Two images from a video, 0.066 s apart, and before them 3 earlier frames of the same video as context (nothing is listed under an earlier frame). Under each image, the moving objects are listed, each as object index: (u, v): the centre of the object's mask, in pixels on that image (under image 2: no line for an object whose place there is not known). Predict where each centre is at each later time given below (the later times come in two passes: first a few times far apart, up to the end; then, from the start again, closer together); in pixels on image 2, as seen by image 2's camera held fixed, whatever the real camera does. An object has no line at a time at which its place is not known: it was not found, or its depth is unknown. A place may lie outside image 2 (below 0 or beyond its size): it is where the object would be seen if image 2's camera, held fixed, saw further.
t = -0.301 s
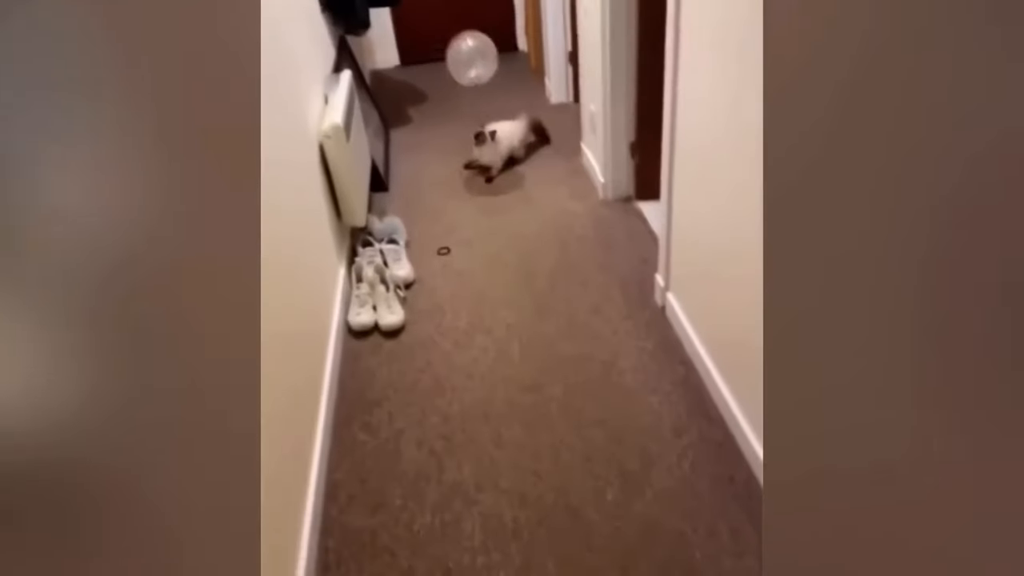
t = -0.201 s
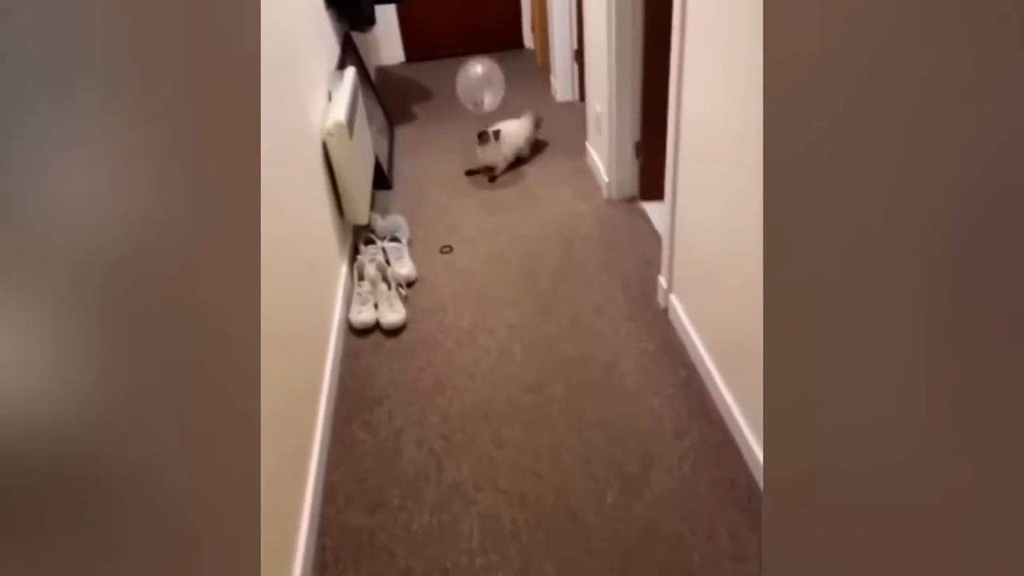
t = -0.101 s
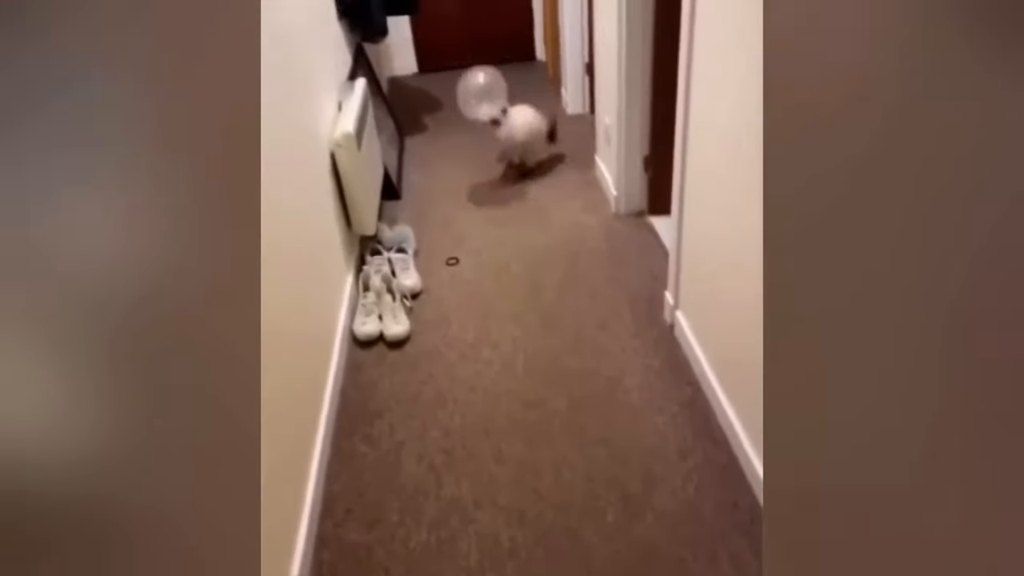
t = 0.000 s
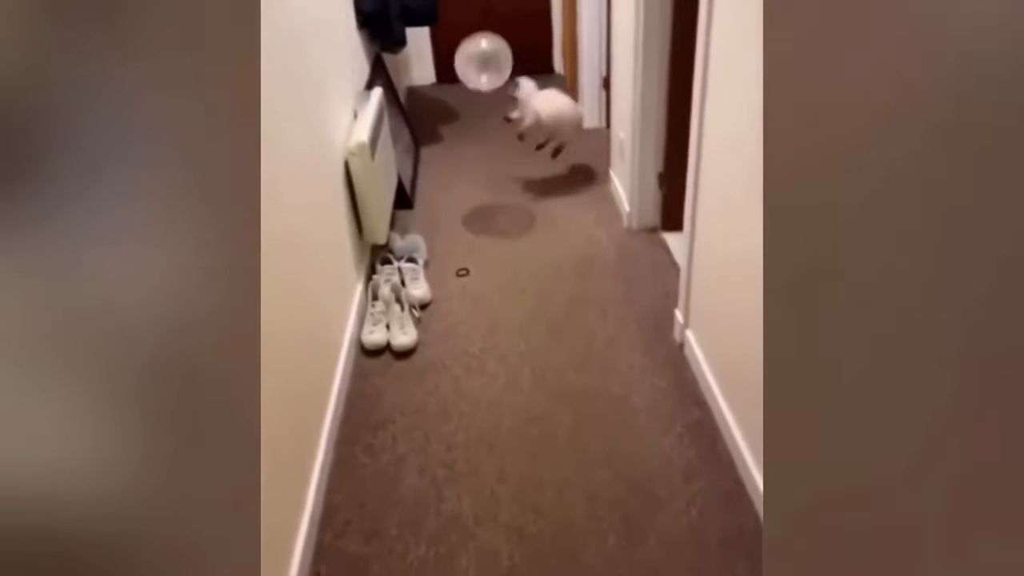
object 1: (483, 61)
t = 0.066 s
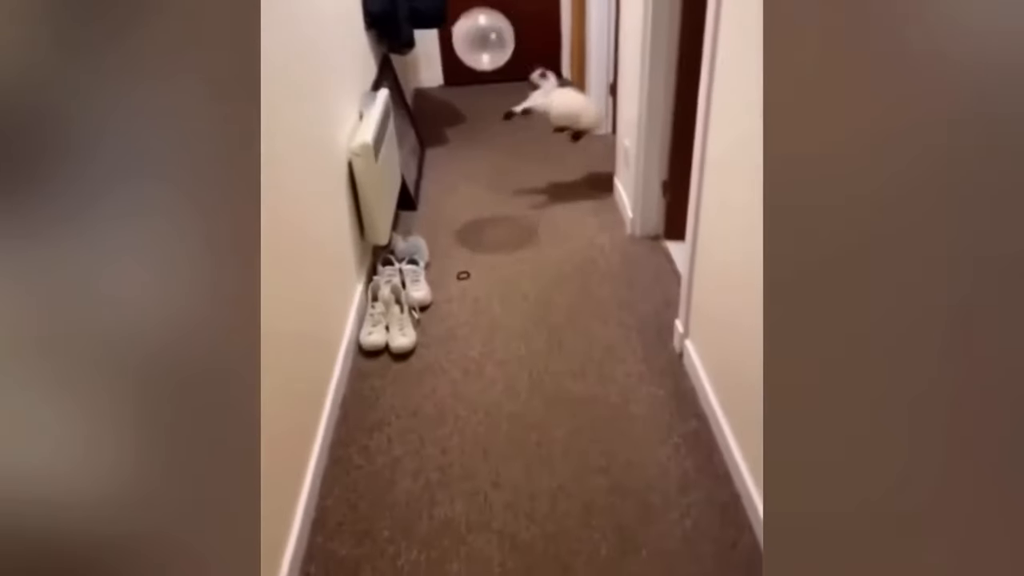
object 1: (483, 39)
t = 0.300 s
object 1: (469, -17)
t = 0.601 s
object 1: (469, -26)
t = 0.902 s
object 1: (482, 39)
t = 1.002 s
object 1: (486, 69)
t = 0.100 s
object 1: (480, 28)
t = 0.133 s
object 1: (477, 21)
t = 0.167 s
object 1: (475, 14)
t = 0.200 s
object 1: (474, 6)
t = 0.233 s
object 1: (472, -1)
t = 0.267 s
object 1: (470, -9)
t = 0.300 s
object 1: (469, -17)
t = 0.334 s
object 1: (468, -23)
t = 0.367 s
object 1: (467, -28)
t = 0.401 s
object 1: (467, -31)
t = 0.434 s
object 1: (467, -33)
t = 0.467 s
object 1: (467, -33)
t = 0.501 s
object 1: (467, -34)
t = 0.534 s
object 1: (468, -32)
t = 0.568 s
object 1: (469, -29)
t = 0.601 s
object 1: (469, -26)
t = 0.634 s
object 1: (470, -21)
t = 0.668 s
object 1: (471, -16)
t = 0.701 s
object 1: (473, -10)
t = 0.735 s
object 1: (475, -3)
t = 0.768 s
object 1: (476, 4)
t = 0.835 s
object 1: (480, 21)
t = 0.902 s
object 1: (482, 39)
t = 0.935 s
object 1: (484, 49)
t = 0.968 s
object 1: (485, 59)
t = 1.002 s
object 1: (486, 69)
